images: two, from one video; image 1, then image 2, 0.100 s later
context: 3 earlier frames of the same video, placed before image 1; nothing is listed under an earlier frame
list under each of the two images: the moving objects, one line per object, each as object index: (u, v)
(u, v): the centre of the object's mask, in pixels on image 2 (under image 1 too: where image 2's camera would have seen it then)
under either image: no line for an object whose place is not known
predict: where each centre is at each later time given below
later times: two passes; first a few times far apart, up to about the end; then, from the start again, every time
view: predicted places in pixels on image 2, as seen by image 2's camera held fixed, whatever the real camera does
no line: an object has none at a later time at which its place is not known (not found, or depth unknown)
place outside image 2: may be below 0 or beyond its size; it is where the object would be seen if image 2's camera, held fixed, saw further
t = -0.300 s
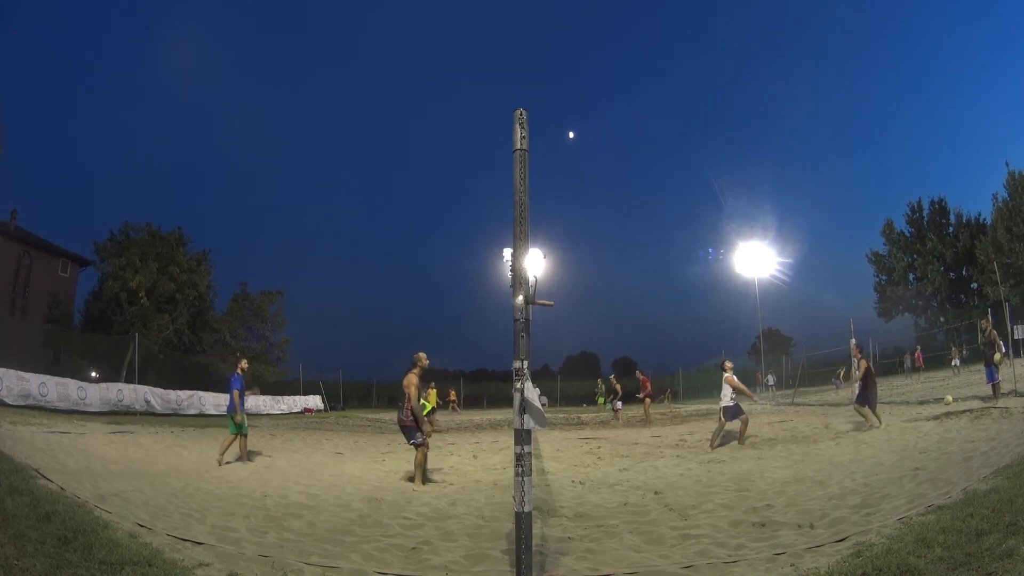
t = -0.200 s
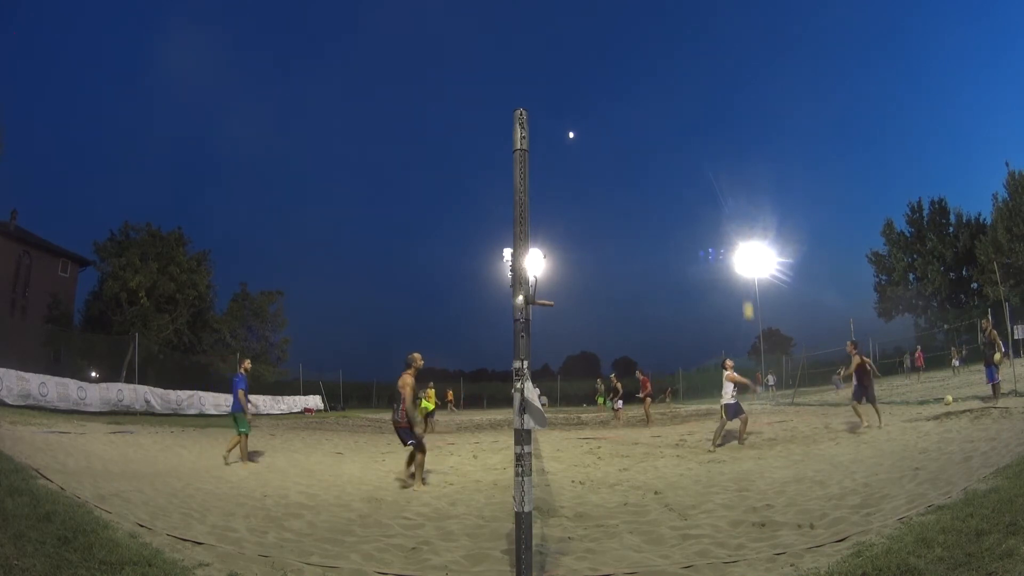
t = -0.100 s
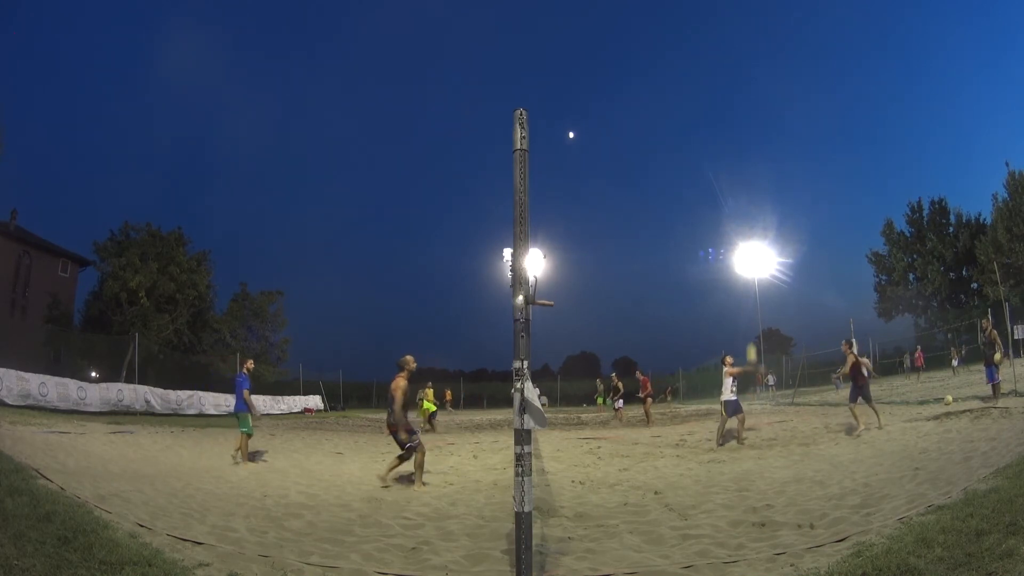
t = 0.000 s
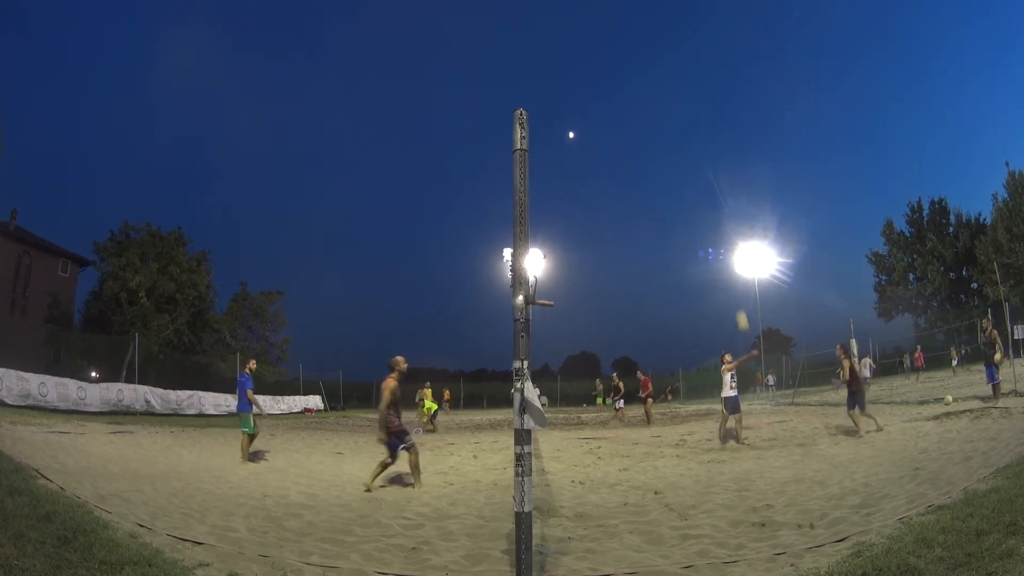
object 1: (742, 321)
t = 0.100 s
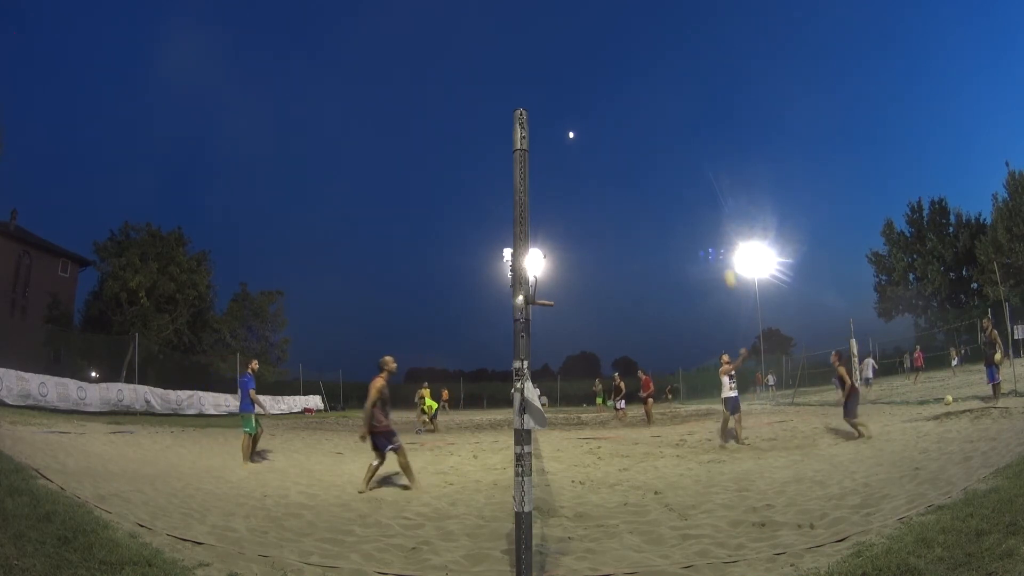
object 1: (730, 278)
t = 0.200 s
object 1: (718, 240)
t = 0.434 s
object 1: (691, 176)
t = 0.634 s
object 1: (670, 141)
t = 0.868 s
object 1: (649, 124)
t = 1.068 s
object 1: (634, 130)
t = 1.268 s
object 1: (620, 160)
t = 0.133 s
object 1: (726, 264)
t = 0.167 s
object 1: (722, 251)
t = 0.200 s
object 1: (718, 240)
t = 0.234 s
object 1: (714, 229)
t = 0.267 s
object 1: (710, 219)
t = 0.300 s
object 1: (706, 209)
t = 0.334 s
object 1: (702, 200)
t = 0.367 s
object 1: (698, 191)
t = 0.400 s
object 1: (694, 183)
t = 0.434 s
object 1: (691, 176)
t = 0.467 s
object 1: (687, 169)
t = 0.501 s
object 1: (683, 162)
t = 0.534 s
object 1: (680, 156)
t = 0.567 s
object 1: (676, 151)
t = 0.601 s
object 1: (673, 146)
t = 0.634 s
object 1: (670, 141)
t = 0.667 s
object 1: (667, 137)
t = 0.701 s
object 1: (664, 134)
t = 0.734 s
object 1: (660, 131)
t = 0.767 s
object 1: (657, 128)
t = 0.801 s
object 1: (655, 127)
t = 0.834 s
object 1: (652, 125)
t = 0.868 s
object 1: (649, 124)
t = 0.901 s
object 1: (646, 124)
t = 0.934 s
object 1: (644, 124)
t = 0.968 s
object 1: (641, 125)
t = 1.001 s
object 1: (639, 126)
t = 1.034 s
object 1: (636, 128)
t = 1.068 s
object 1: (634, 130)
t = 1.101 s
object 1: (631, 134)
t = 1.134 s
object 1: (629, 137)
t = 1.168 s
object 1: (627, 142)
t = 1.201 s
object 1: (625, 147)
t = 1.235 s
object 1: (622, 153)
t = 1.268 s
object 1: (620, 160)
